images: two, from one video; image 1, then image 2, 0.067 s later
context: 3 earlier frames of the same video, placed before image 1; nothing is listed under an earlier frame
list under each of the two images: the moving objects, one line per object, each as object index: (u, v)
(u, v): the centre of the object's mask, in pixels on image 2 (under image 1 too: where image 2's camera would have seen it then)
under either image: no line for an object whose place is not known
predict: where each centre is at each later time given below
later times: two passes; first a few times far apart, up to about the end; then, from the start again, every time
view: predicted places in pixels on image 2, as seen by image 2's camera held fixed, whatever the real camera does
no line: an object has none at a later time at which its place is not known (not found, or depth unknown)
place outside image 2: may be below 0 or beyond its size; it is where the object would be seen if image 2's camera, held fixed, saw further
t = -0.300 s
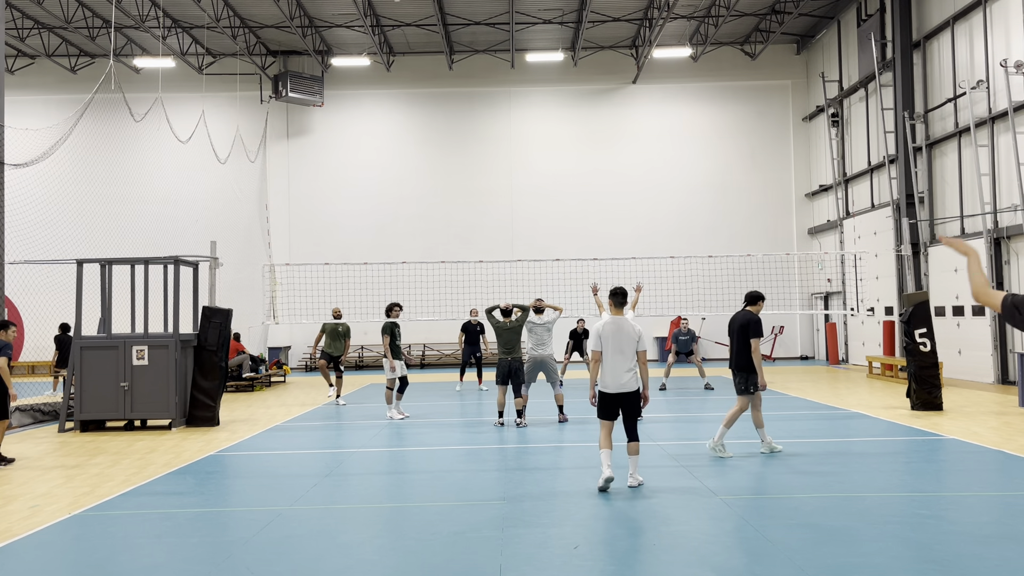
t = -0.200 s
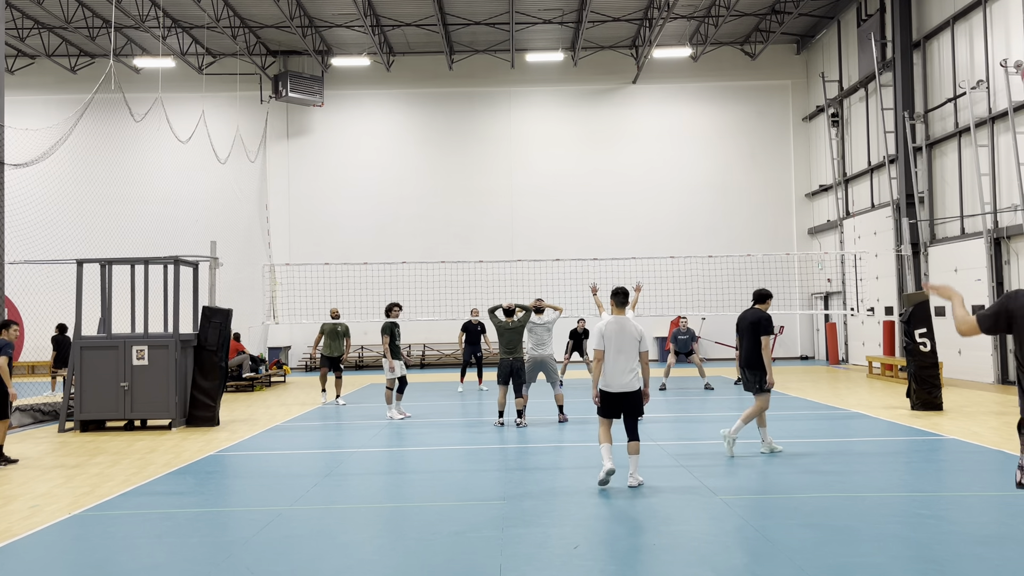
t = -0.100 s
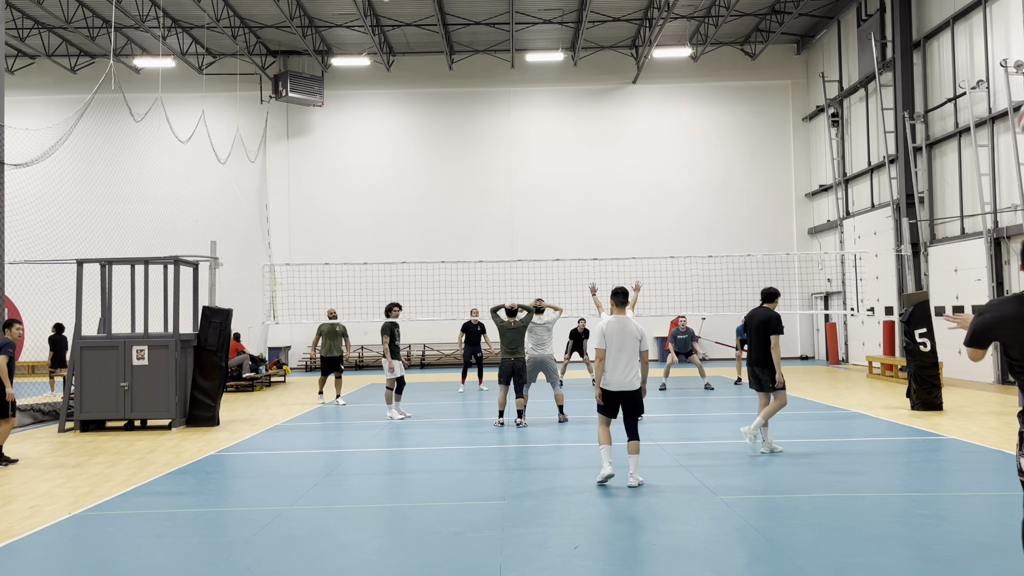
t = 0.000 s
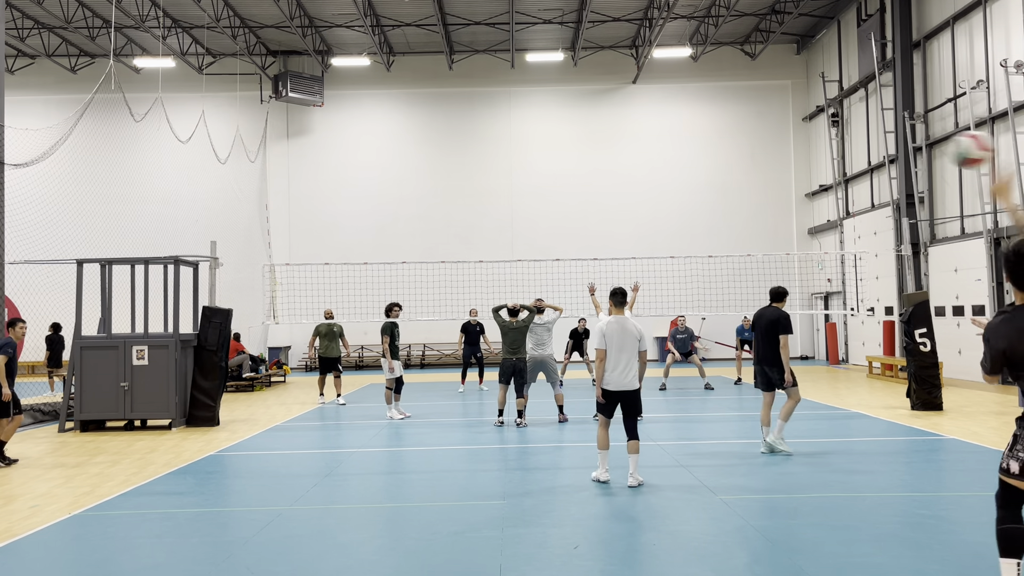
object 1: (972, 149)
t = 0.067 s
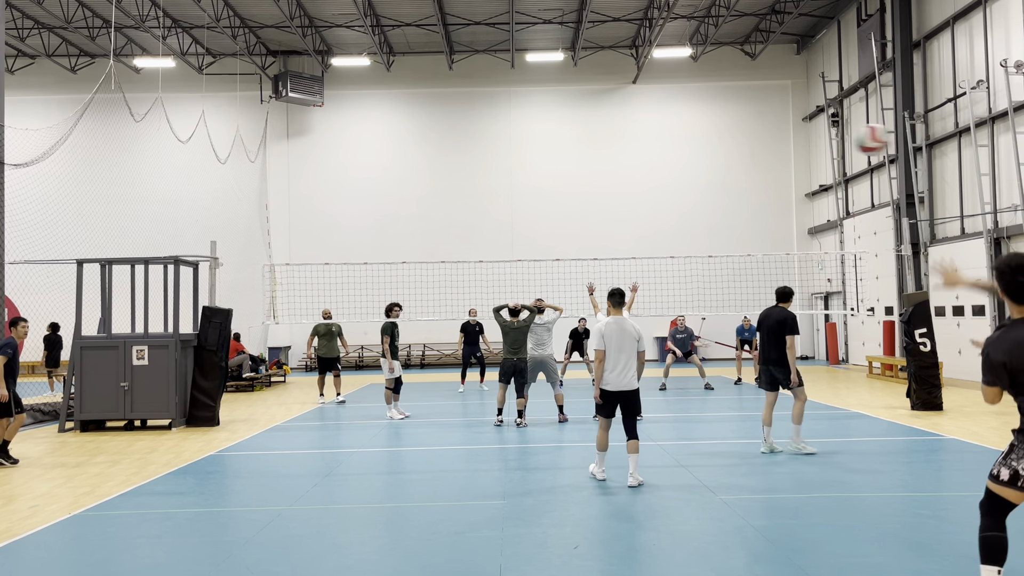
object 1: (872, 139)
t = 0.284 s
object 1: (705, 148)
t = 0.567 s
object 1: (608, 207)
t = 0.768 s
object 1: (570, 253)
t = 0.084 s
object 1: (852, 137)
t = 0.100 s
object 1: (836, 137)
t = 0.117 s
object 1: (819, 136)
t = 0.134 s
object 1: (804, 136)
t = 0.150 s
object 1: (790, 136)
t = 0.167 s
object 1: (777, 137)
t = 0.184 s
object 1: (765, 137)
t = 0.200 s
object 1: (754, 139)
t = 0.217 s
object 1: (744, 139)
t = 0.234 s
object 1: (733, 142)
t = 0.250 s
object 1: (723, 144)
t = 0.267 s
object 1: (714, 146)
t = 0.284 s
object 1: (705, 148)
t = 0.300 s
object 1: (697, 151)
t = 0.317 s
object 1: (689, 154)
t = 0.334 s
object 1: (682, 156)
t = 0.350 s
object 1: (674, 159)
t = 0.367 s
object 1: (668, 162)
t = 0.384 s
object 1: (662, 166)
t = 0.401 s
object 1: (656, 169)
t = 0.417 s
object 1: (650, 173)
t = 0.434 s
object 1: (644, 176)
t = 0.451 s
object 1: (639, 180)
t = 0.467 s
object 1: (634, 184)
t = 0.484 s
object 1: (629, 188)
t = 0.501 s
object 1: (625, 192)
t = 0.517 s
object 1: (620, 196)
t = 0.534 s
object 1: (616, 199)
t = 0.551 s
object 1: (612, 203)
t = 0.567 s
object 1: (608, 207)
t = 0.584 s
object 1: (604, 211)
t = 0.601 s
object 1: (600, 215)
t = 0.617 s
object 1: (596, 219)
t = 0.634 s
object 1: (593, 223)
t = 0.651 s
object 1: (590, 226)
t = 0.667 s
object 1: (587, 230)
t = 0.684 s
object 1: (584, 234)
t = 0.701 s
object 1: (580, 238)
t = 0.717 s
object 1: (578, 241)
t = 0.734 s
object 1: (575, 245)
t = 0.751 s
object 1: (572, 249)
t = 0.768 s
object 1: (570, 253)
